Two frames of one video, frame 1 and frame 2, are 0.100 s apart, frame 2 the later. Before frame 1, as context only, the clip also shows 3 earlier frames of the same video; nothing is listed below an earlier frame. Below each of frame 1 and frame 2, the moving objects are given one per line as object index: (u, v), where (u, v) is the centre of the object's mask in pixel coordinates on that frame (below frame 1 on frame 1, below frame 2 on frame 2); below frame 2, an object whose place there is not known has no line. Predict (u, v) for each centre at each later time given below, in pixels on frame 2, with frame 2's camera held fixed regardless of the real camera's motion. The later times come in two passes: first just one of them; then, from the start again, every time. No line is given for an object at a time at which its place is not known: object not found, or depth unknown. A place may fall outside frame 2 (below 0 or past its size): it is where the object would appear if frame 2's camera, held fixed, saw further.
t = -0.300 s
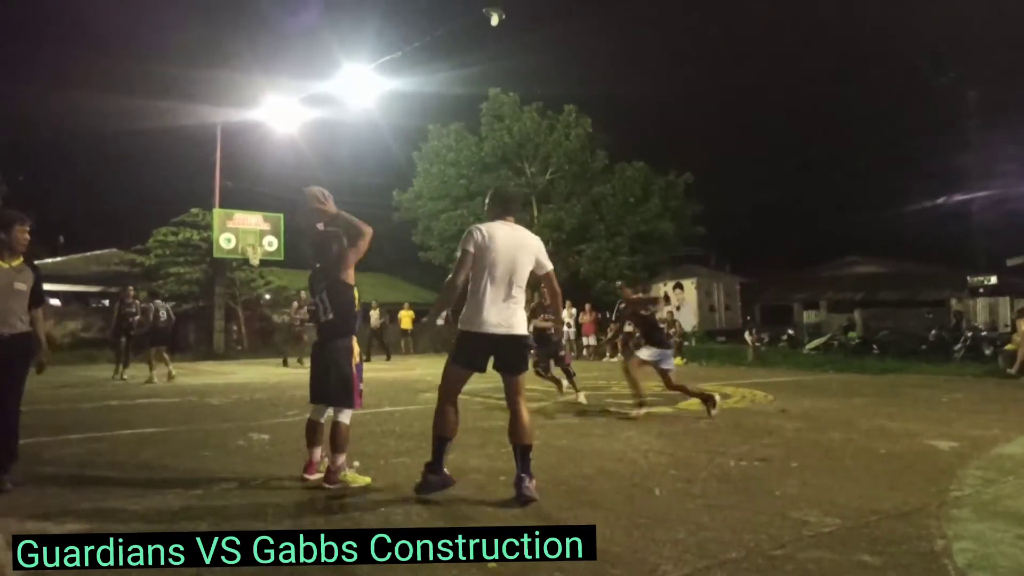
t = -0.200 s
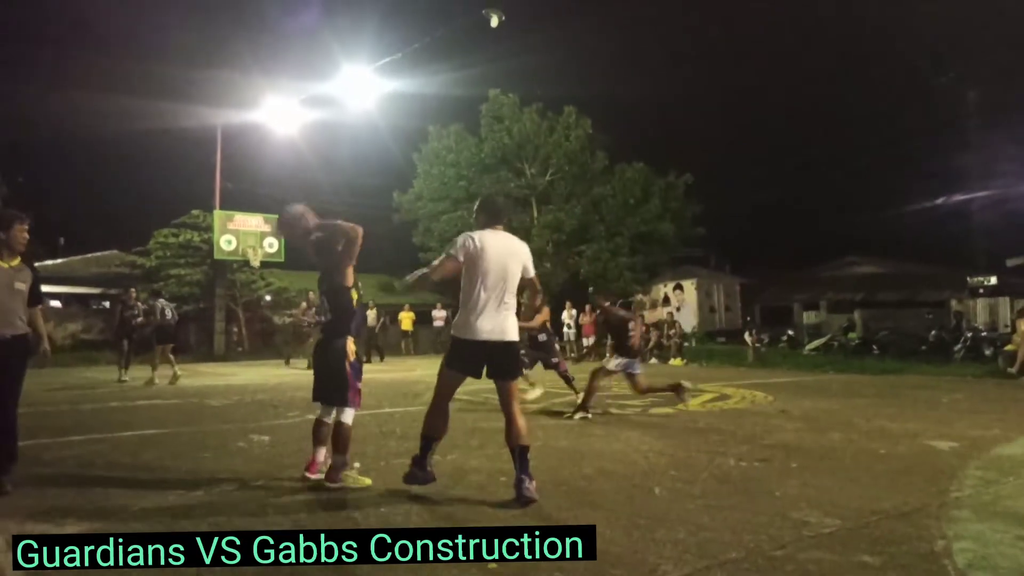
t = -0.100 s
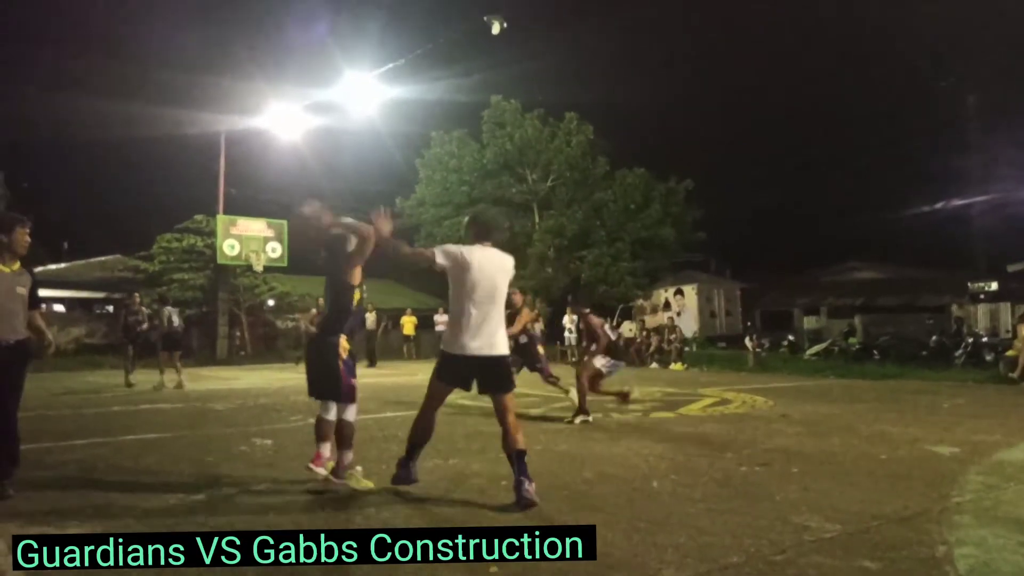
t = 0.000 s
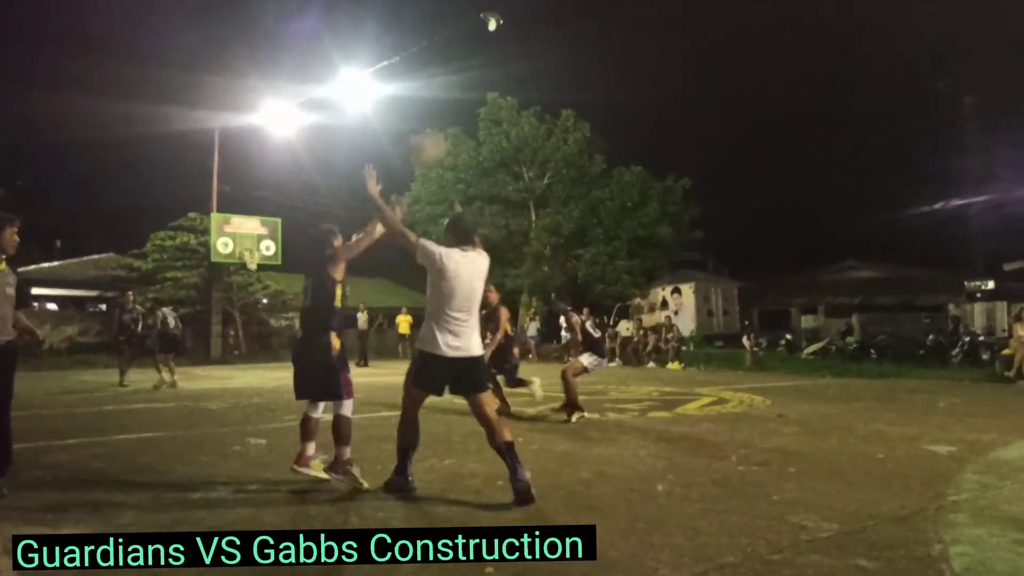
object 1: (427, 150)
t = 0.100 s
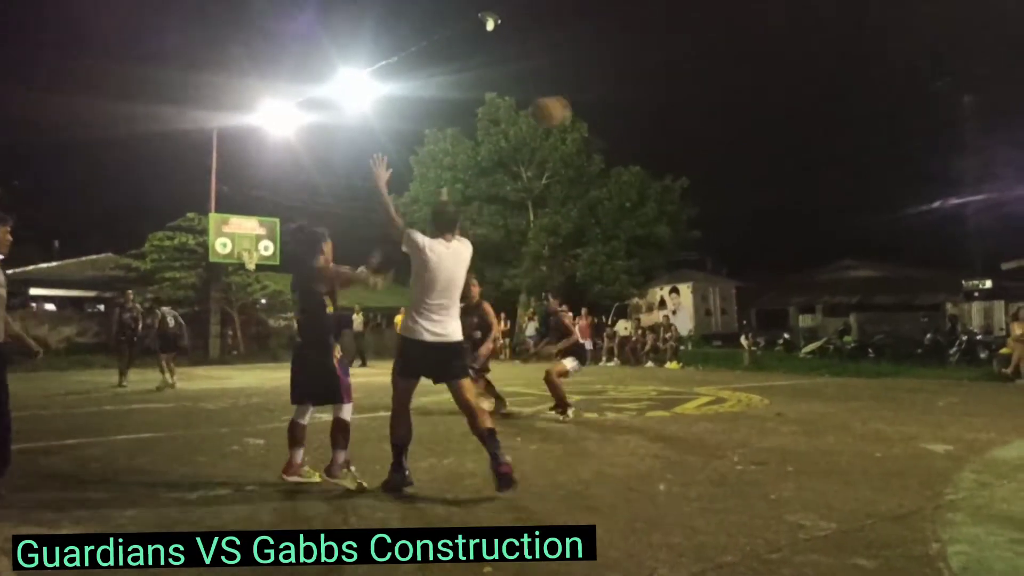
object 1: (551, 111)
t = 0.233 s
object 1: (691, 90)
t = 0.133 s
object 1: (591, 103)
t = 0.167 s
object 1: (623, 98)
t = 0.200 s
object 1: (658, 93)
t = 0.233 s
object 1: (691, 90)
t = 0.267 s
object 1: (723, 90)
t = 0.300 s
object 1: (752, 91)
